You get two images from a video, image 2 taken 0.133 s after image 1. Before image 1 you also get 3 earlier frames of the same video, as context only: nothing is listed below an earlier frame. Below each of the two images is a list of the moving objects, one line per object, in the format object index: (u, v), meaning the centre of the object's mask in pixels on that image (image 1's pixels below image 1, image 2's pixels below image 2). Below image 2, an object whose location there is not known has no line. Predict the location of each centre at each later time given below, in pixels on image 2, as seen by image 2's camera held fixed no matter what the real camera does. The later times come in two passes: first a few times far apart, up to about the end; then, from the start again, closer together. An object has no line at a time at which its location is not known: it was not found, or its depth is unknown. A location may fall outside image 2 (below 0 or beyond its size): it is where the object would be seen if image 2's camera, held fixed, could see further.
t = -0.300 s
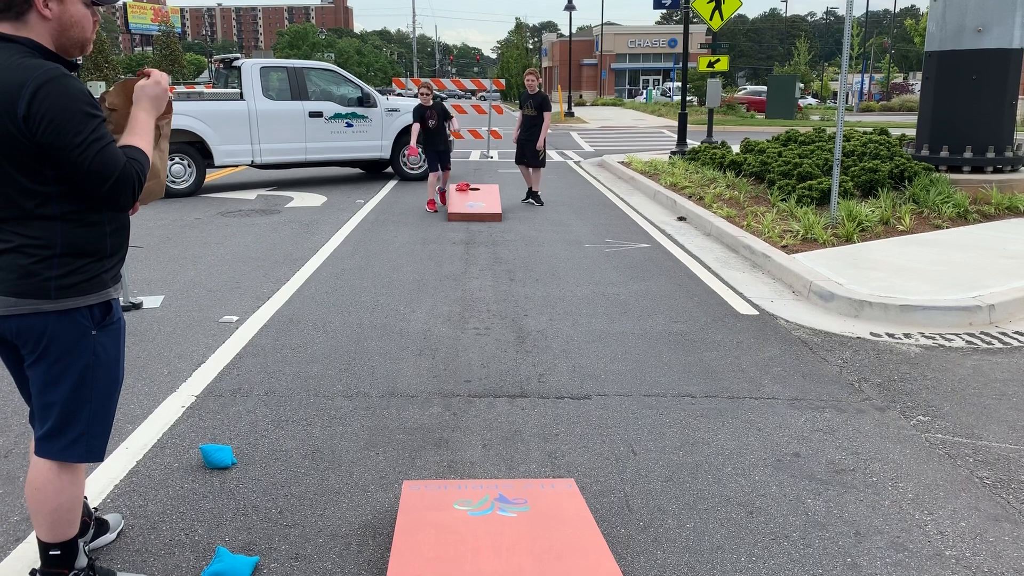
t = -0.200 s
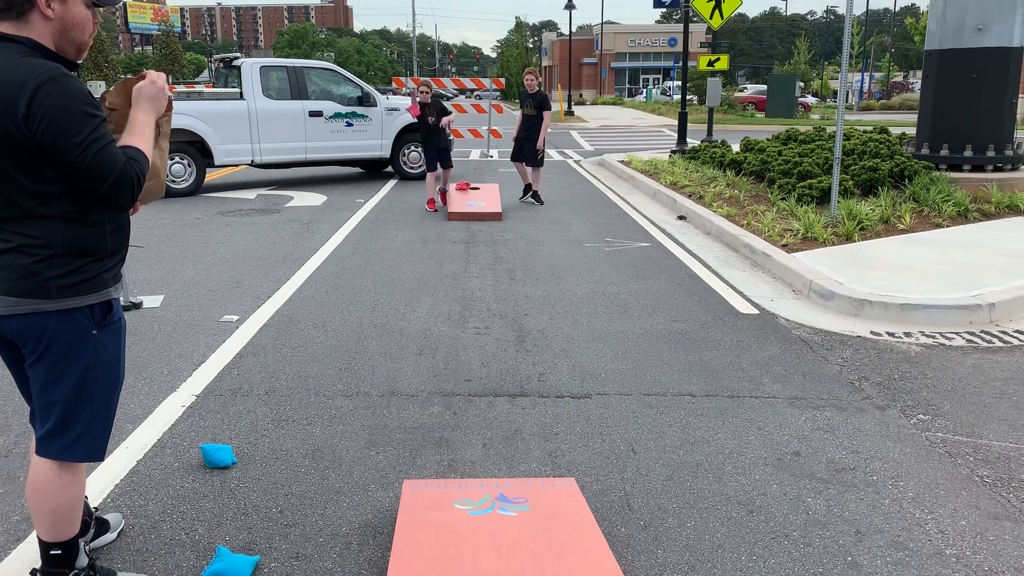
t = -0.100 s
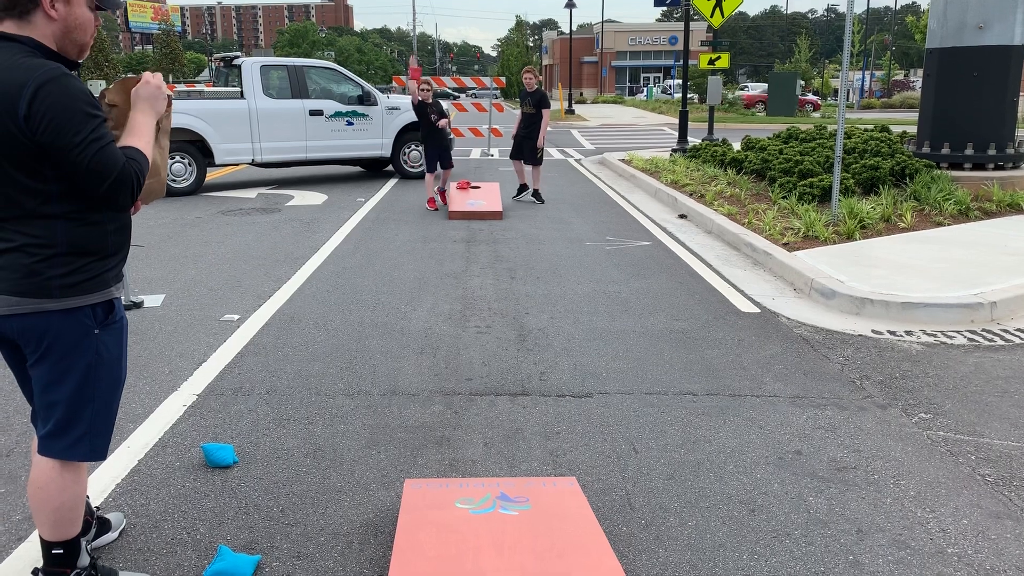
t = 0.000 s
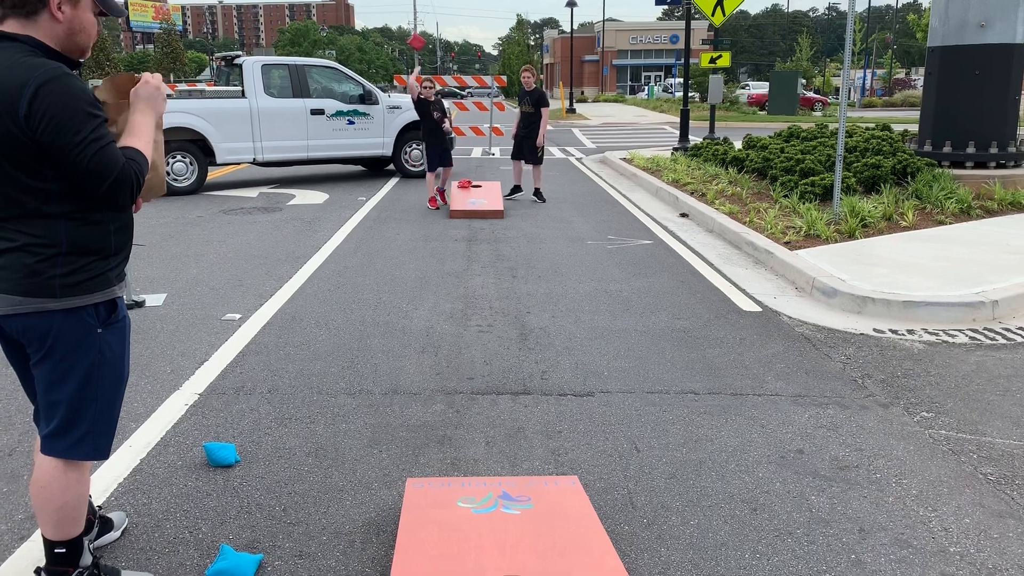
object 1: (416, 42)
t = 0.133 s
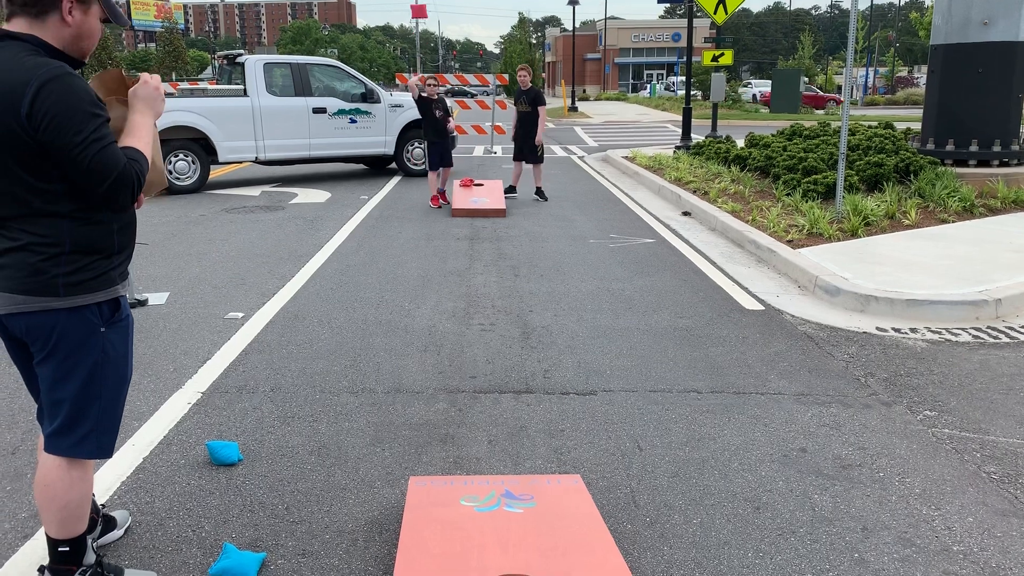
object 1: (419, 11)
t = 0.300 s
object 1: (423, 8)
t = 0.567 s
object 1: (434, 109)
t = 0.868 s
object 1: (452, 420)
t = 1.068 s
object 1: (453, 450)
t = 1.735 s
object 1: (454, 454)
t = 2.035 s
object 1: (453, 454)
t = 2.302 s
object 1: (454, 454)
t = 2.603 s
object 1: (454, 454)
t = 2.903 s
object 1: (454, 454)
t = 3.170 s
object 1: (453, 454)
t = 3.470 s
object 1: (454, 454)
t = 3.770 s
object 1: (454, 454)
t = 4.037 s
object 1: (453, 454)
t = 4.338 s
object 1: (454, 454)
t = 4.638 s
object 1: (454, 454)
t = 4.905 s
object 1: (454, 454)
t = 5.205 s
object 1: (453, 454)
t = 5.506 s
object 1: (453, 454)
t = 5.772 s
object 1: (453, 454)
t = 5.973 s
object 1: (454, 454)
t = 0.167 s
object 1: (419, 7)
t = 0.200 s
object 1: (420, 6)
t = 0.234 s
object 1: (420, 5)
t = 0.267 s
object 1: (422, 5)
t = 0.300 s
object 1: (423, 8)
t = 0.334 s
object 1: (423, 11)
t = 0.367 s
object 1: (424, 16)
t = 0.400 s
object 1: (426, 25)
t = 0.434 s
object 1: (427, 36)
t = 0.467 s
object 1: (428, 49)
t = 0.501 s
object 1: (430, 66)
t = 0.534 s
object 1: (432, 86)
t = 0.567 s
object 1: (434, 109)
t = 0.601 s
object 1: (436, 135)
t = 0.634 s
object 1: (438, 165)
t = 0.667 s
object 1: (441, 200)
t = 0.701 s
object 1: (443, 237)
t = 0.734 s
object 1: (445, 280)
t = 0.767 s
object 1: (447, 328)
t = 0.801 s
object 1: (450, 382)
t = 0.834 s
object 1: (452, 418)
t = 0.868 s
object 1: (452, 420)
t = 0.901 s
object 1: (452, 423)
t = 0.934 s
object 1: (451, 428)
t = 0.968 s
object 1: (452, 434)
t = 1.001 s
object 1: (452, 443)
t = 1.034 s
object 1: (452, 448)
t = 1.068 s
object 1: (453, 450)
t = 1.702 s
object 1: (454, 454)
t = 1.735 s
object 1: (454, 454)
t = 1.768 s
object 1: (454, 454)
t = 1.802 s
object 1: (454, 454)
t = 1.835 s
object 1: (454, 454)
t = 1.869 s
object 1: (454, 454)
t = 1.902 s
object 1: (453, 454)
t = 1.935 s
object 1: (453, 454)
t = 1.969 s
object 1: (453, 454)
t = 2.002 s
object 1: (453, 454)
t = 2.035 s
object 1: (453, 454)
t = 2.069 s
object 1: (453, 454)
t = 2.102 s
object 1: (453, 454)
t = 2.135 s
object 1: (453, 454)
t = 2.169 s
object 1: (453, 454)
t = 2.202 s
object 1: (454, 454)
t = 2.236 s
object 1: (454, 454)
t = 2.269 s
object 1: (454, 454)
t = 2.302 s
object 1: (454, 454)
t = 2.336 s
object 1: (454, 454)
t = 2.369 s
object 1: (454, 454)
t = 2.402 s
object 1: (454, 454)
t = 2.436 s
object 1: (454, 454)
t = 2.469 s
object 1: (454, 454)
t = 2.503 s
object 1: (454, 454)
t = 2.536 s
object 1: (454, 454)
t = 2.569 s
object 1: (454, 454)
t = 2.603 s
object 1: (454, 454)
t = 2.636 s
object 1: (454, 454)
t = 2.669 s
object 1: (454, 454)
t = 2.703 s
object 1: (454, 454)
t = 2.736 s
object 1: (454, 454)
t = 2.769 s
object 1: (454, 454)
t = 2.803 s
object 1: (454, 454)
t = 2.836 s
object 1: (453, 454)
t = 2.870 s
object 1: (454, 454)
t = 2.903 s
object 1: (454, 454)
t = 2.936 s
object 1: (454, 454)
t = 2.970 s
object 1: (454, 454)
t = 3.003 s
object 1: (454, 454)
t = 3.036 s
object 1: (454, 454)
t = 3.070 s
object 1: (453, 454)
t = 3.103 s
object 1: (453, 454)
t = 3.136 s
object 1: (453, 454)
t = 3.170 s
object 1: (453, 454)
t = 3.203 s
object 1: (454, 454)
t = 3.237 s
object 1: (453, 454)
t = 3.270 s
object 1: (454, 454)
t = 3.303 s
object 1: (453, 454)
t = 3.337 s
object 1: (453, 454)
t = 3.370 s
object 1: (453, 454)
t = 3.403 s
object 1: (453, 454)
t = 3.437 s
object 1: (453, 454)
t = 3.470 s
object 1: (454, 454)
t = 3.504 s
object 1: (453, 454)
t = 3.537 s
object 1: (454, 454)
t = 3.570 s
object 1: (454, 454)
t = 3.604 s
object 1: (454, 454)
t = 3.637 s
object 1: (454, 454)
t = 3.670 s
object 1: (454, 454)
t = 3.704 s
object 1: (454, 454)
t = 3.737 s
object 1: (454, 454)
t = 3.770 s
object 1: (454, 454)
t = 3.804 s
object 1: (454, 454)
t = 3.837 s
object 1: (454, 454)
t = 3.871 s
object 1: (453, 454)
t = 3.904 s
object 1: (453, 454)
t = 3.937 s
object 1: (453, 454)
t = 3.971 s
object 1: (453, 454)
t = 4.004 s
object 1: (454, 454)
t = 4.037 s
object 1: (453, 454)
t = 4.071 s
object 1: (453, 454)
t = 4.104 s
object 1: (453, 454)
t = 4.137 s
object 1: (453, 454)
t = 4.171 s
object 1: (454, 454)
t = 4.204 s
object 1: (454, 454)
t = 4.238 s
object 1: (454, 454)
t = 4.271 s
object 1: (454, 454)
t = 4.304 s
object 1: (454, 454)
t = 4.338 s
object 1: (454, 454)
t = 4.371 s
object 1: (453, 454)
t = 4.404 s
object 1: (454, 454)
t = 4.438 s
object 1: (454, 454)
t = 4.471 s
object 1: (453, 454)
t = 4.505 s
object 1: (453, 454)
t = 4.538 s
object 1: (453, 454)
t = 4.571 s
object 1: (454, 454)
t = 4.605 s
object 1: (453, 454)
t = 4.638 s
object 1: (454, 454)
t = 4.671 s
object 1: (454, 454)
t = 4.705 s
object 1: (454, 454)
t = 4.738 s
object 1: (454, 454)
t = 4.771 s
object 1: (454, 454)
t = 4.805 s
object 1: (454, 454)
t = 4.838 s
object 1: (454, 454)
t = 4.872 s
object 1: (454, 454)
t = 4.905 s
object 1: (454, 454)
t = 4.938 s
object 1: (454, 454)
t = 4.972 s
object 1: (454, 454)
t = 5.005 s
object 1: (454, 454)
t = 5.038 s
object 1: (454, 454)
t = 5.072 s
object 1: (454, 454)
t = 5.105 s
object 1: (453, 454)
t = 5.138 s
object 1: (453, 454)
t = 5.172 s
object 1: (454, 454)
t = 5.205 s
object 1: (453, 454)
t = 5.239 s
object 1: (453, 454)
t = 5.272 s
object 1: (453, 454)
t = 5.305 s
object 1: (453, 454)
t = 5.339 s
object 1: (454, 454)
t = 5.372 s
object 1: (453, 454)
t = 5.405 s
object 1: (453, 454)
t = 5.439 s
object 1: (453, 454)
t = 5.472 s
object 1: (453, 454)
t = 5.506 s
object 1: (453, 454)
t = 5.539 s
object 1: (453, 454)
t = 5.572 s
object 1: (453, 454)
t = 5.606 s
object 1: (453, 454)
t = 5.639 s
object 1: (453, 454)
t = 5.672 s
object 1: (453, 454)
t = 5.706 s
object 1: (453, 454)
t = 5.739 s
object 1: (453, 454)
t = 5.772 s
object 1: (453, 454)
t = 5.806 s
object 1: (453, 454)
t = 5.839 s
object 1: (453, 454)
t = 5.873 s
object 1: (454, 454)
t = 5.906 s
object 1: (454, 454)
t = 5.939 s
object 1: (454, 454)
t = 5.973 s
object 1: (454, 454)
